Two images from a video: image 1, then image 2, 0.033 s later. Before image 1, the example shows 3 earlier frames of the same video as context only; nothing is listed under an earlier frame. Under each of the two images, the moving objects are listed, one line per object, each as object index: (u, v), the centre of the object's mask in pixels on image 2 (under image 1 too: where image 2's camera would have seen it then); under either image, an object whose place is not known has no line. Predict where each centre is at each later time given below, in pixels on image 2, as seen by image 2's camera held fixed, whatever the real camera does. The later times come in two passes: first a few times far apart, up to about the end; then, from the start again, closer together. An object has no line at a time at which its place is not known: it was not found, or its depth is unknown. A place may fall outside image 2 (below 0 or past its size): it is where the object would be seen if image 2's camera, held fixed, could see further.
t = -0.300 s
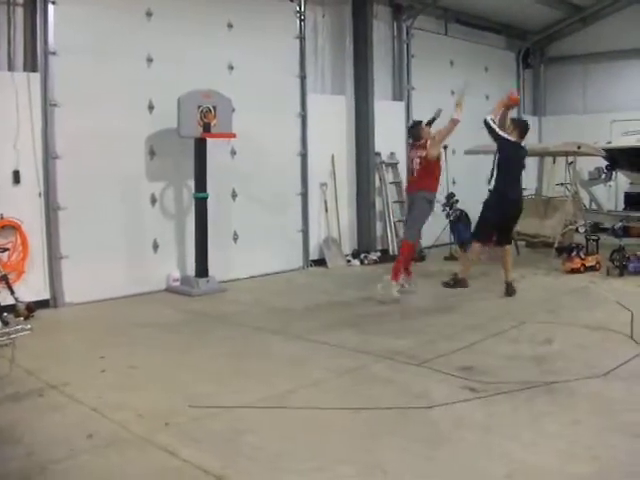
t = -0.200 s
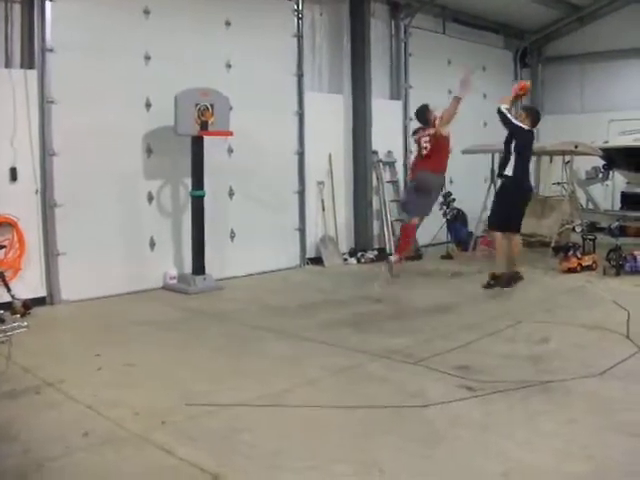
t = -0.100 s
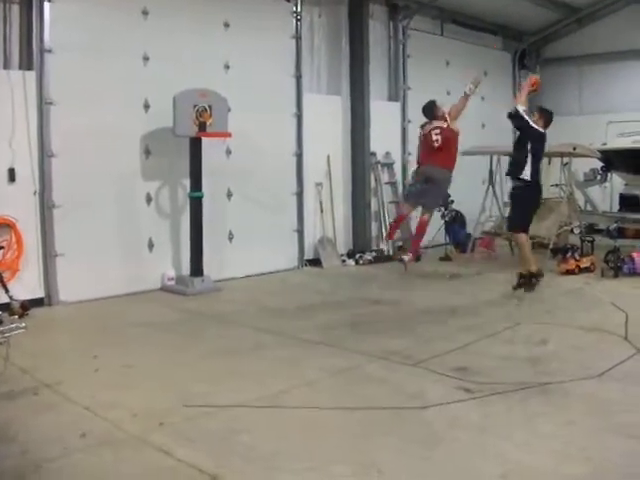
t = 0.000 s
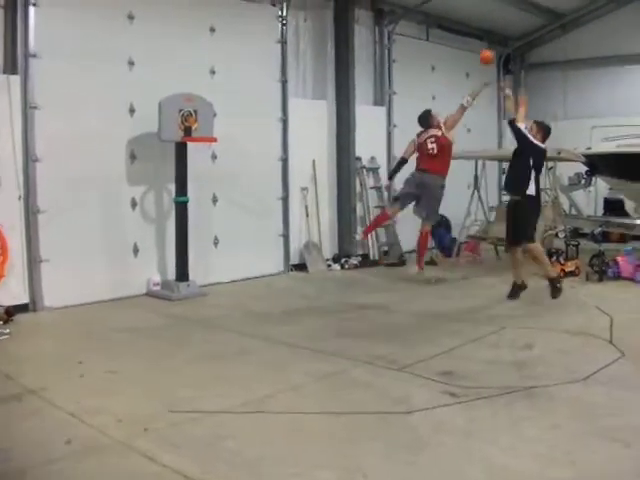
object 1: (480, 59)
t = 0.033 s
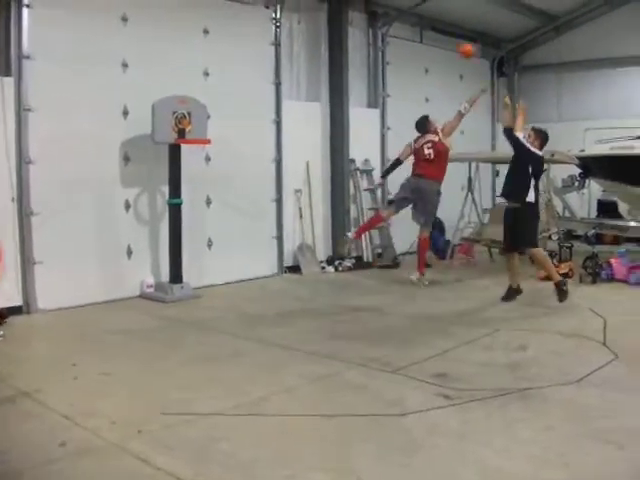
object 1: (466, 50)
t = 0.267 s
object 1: (372, 22)
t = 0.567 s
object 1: (262, 59)
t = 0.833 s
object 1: (188, 125)
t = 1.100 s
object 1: (192, 82)
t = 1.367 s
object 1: (199, 106)
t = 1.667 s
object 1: (209, 235)
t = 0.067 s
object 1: (451, 42)
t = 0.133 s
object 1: (427, 30)
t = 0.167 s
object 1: (413, 28)
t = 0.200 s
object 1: (397, 25)
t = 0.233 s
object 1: (385, 23)
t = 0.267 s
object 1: (372, 22)
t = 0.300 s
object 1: (359, 20)
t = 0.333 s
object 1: (346, 23)
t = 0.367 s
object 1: (334, 25)
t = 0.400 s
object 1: (321, 30)
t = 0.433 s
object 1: (309, 34)
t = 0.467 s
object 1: (297, 39)
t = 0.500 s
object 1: (285, 44)
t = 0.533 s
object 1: (275, 51)
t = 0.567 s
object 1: (262, 59)
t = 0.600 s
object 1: (251, 68)
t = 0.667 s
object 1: (228, 88)
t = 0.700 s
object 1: (217, 99)
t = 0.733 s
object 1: (206, 110)
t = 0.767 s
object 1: (196, 124)
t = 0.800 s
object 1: (188, 133)
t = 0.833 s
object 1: (188, 125)
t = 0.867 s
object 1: (187, 118)
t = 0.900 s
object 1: (188, 108)
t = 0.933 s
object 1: (188, 101)
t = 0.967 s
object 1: (190, 95)
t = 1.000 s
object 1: (190, 90)
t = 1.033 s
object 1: (191, 86)
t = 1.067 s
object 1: (191, 83)
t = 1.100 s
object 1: (192, 82)
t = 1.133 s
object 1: (193, 81)
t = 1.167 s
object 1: (193, 81)
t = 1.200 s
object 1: (194, 82)
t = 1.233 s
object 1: (195, 84)
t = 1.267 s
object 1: (196, 88)
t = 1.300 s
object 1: (197, 92)
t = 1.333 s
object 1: (198, 99)
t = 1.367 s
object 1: (199, 106)
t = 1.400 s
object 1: (200, 114)
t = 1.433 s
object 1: (201, 126)
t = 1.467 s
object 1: (204, 136)
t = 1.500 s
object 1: (204, 150)
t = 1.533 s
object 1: (204, 163)
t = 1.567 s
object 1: (205, 179)
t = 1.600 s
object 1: (206, 196)
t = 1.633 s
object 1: (207, 214)
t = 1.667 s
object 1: (209, 235)
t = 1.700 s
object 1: (210, 256)
